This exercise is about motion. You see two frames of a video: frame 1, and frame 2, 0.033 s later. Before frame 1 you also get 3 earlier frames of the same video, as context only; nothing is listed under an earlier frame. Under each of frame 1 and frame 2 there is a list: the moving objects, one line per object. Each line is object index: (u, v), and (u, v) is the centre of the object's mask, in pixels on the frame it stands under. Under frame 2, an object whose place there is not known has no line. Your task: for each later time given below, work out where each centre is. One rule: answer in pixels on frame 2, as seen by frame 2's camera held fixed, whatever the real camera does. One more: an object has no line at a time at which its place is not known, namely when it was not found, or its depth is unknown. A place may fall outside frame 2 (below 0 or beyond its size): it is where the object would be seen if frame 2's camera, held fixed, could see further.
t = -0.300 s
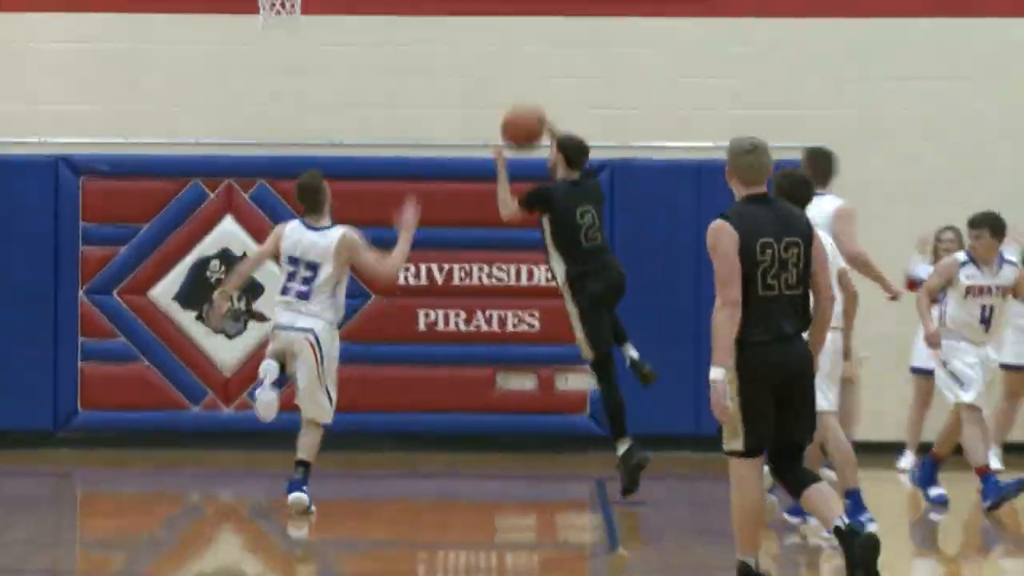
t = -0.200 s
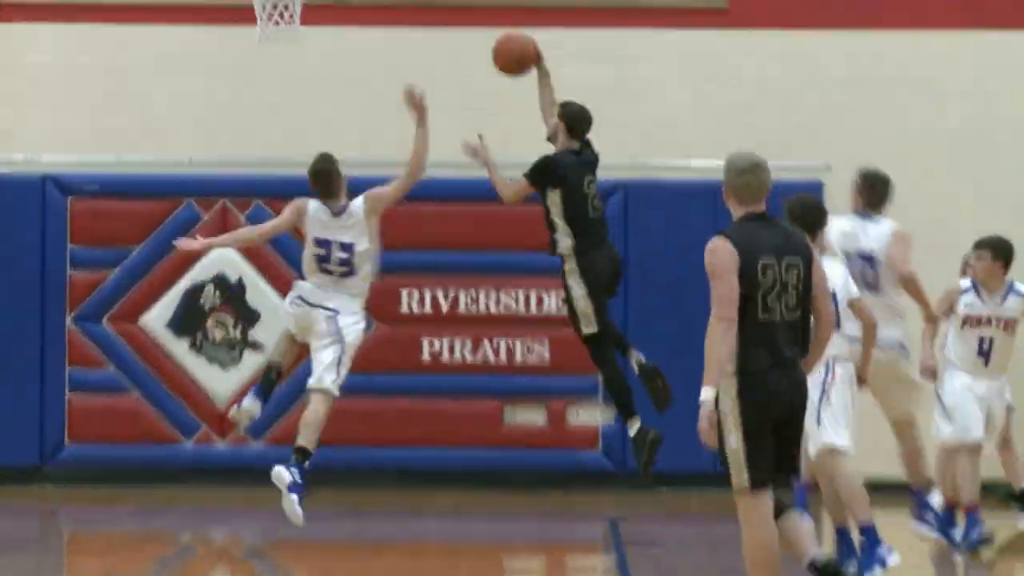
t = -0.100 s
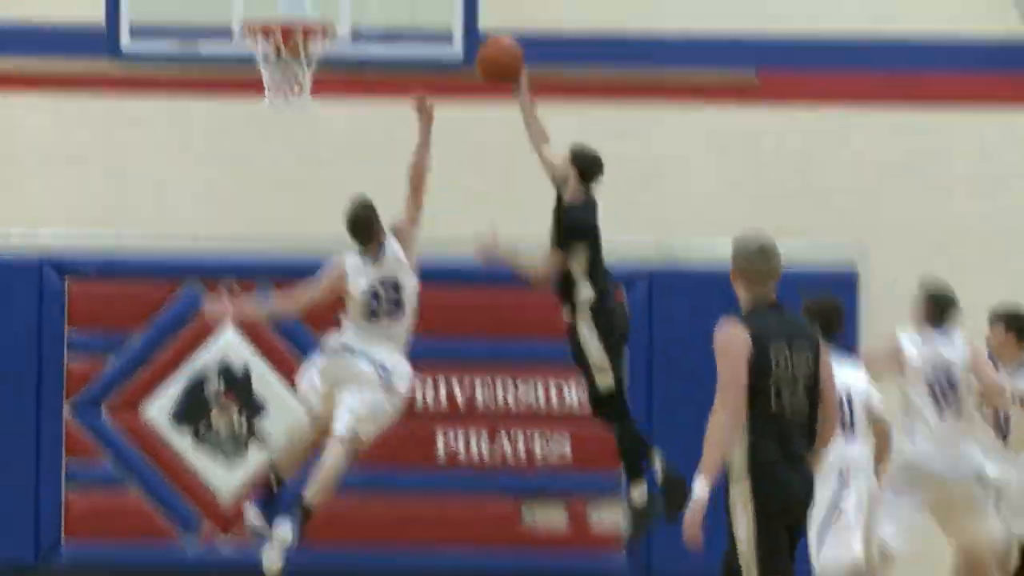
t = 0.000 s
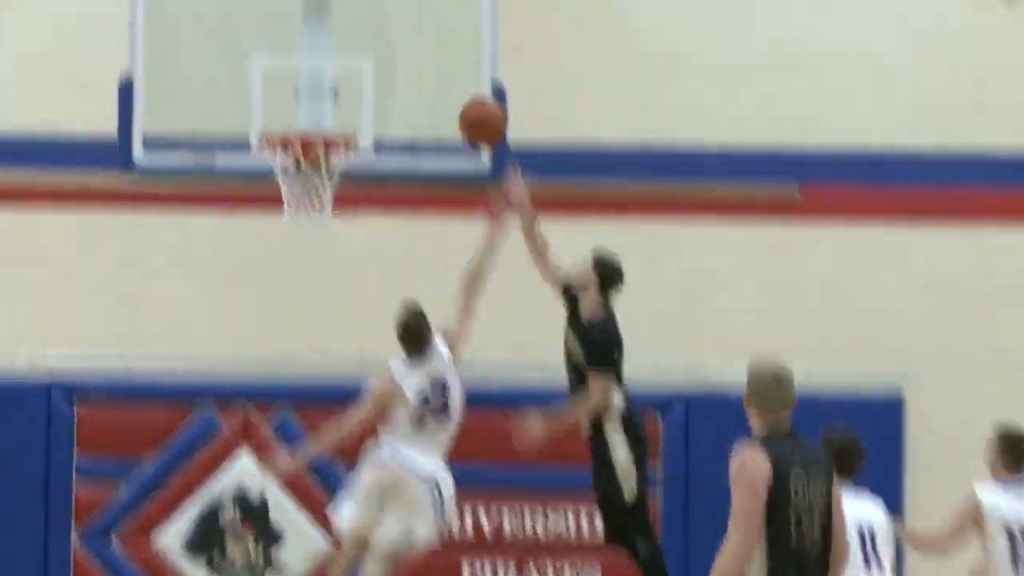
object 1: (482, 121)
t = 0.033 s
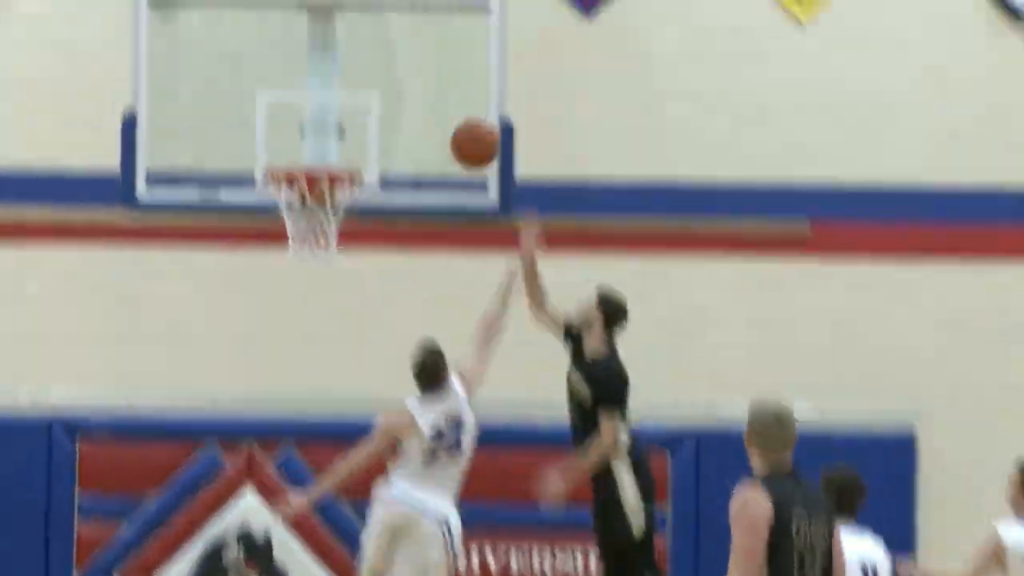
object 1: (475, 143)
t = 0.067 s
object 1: (459, 134)
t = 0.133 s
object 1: (427, 122)
